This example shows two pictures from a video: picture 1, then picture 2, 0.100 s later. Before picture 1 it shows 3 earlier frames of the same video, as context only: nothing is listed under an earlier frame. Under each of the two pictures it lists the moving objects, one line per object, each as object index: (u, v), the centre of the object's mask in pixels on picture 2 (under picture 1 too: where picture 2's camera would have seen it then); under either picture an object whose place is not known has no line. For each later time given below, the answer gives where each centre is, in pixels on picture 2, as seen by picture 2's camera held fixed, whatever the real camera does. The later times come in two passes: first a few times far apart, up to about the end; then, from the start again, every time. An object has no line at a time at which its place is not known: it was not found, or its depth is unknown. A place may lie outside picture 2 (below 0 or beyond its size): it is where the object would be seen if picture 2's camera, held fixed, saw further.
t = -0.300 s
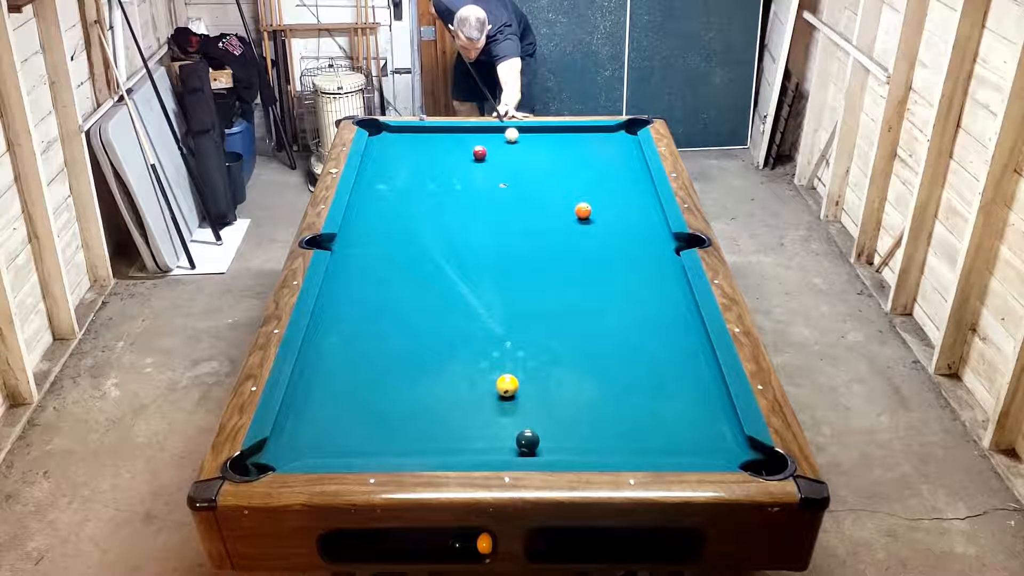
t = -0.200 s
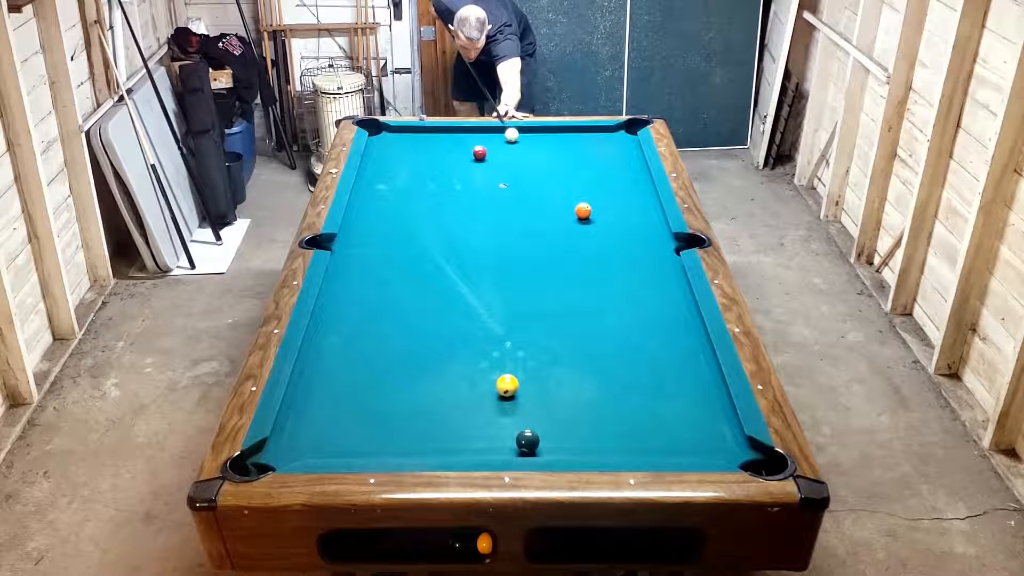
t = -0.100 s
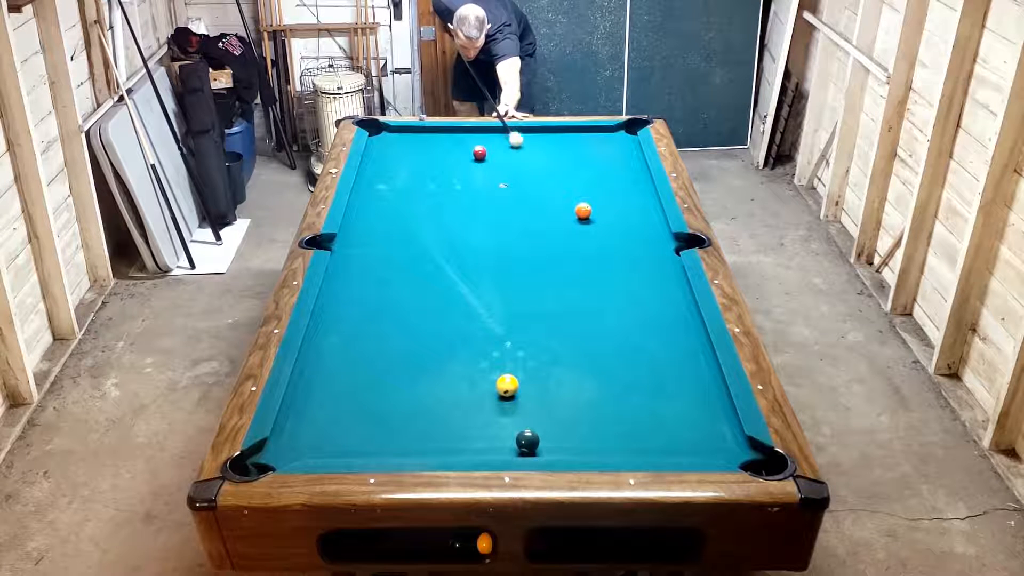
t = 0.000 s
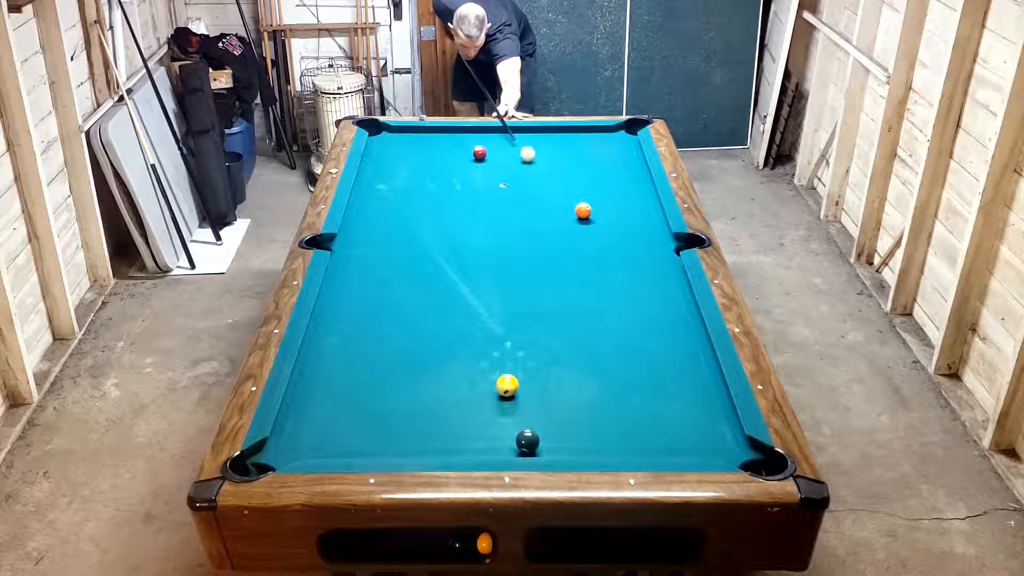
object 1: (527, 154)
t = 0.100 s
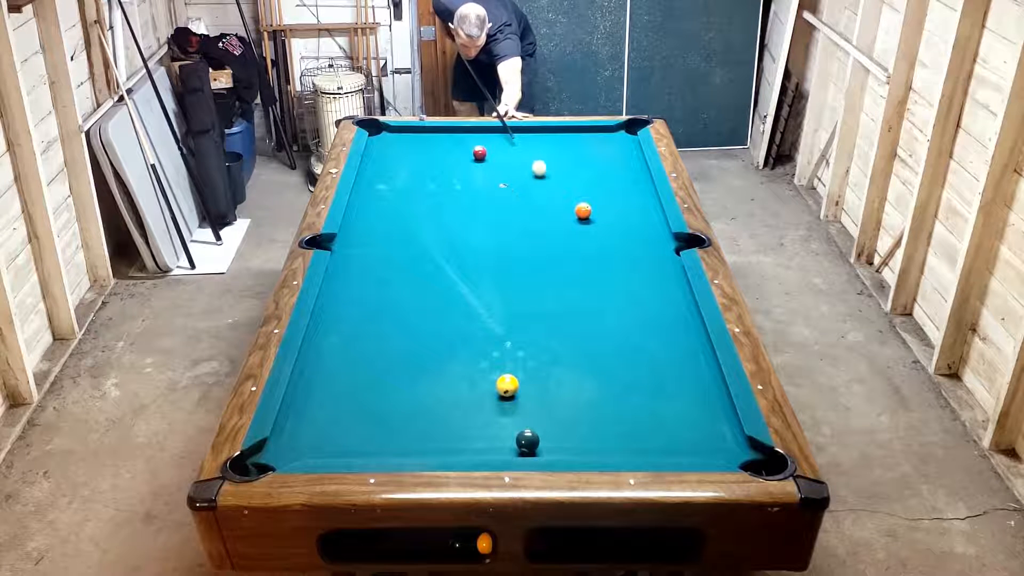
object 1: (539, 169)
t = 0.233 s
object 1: (556, 189)
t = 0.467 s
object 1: (558, 217)
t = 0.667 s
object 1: (545, 237)
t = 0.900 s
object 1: (528, 262)
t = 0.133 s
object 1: (543, 174)
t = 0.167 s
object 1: (547, 179)
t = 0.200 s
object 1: (551, 184)
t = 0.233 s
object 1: (556, 189)
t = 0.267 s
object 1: (560, 194)
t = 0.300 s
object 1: (565, 200)
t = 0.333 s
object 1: (569, 205)
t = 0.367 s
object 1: (567, 209)
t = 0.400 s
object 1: (563, 211)
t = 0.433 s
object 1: (561, 214)
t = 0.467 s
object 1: (558, 217)
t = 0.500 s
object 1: (556, 220)
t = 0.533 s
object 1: (554, 224)
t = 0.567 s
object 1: (552, 227)
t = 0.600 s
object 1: (549, 230)
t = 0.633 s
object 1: (547, 234)
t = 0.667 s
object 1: (545, 237)
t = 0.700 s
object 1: (542, 241)
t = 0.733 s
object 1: (540, 244)
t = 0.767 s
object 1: (538, 248)
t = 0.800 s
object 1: (535, 251)
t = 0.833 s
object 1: (533, 255)
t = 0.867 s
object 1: (530, 258)
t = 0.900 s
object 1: (528, 262)
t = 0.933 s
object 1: (525, 266)
